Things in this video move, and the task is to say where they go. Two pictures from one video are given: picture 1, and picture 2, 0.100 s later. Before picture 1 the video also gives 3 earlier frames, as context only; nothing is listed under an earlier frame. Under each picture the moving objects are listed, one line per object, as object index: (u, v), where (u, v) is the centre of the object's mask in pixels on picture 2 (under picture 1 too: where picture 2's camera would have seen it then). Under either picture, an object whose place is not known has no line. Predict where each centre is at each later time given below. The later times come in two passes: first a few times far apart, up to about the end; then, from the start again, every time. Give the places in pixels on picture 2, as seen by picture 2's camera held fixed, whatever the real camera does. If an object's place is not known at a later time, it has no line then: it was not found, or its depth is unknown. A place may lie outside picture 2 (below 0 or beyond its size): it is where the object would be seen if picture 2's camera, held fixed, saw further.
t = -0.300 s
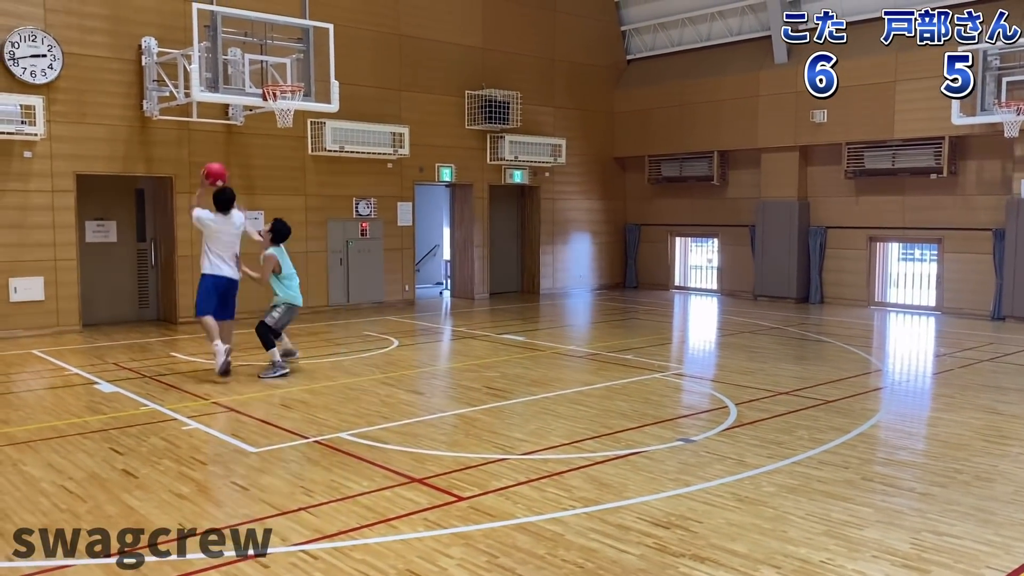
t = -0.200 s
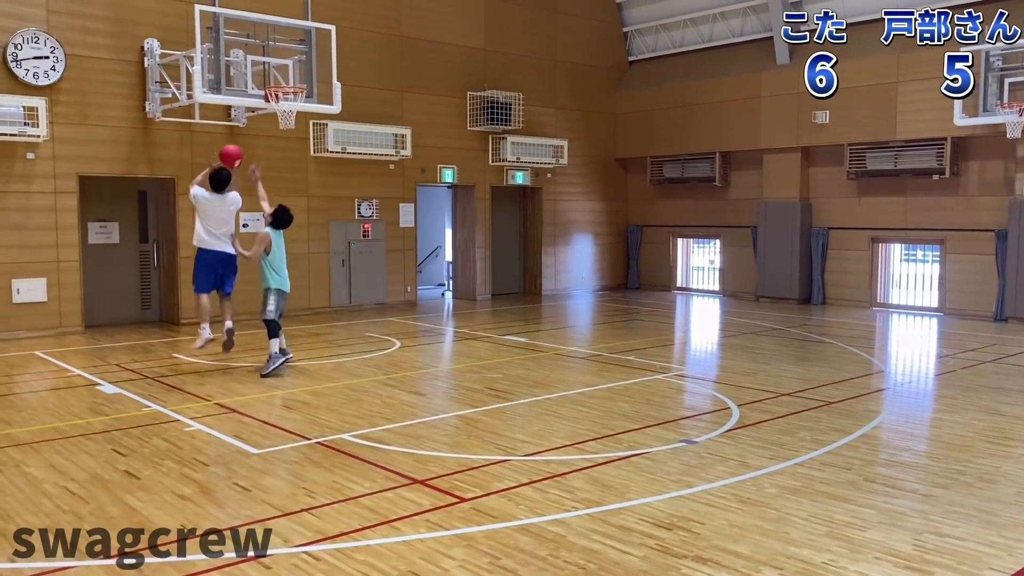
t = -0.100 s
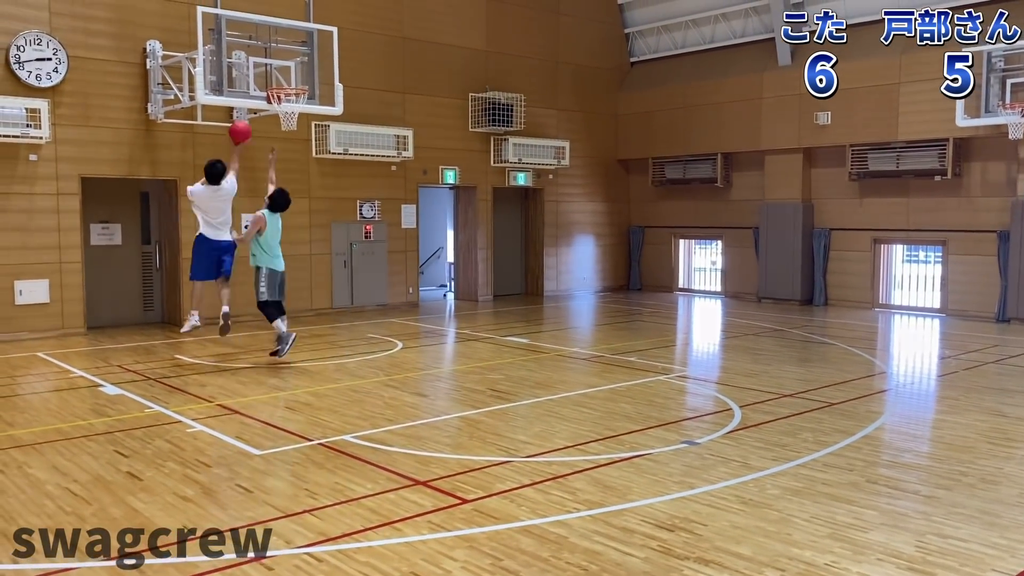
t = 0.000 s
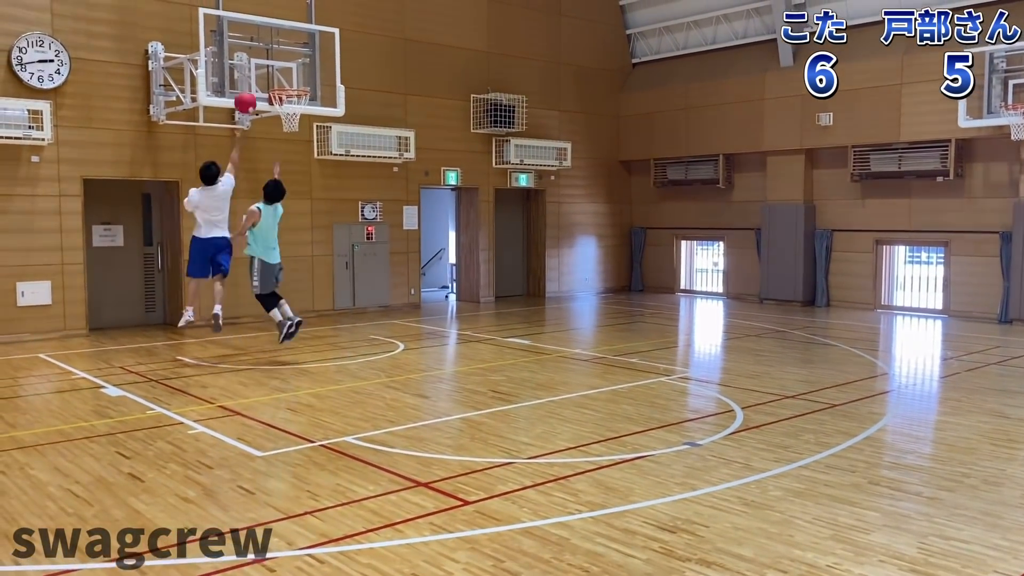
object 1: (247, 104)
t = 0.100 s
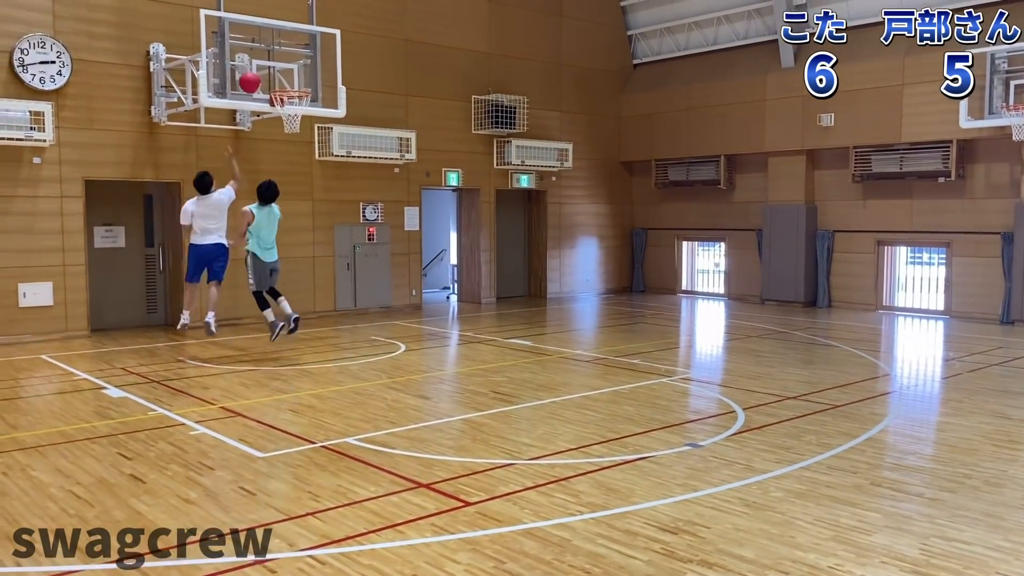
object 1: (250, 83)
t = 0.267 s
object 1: (256, 68)
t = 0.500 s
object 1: (283, 74)
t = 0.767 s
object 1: (283, 113)
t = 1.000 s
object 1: (279, 138)
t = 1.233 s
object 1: (277, 206)
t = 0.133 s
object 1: (251, 78)
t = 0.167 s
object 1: (252, 74)
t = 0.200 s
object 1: (253, 71)
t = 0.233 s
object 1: (254, 69)
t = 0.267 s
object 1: (256, 68)
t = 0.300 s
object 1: (257, 68)
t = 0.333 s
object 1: (258, 69)
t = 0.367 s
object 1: (263, 68)
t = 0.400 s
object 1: (268, 68)
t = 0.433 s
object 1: (273, 69)
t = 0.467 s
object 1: (278, 71)
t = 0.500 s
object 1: (283, 74)
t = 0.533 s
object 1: (288, 79)
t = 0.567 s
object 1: (293, 83)
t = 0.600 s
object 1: (298, 87)
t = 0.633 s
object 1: (297, 94)
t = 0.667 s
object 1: (291, 100)
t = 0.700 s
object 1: (288, 103)
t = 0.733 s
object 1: (286, 107)
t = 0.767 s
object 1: (283, 113)
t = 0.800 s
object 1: (282, 120)
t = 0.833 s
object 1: (281, 118)
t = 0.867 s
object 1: (280, 120)
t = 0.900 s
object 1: (279, 123)
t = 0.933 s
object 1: (279, 127)
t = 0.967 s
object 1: (279, 132)
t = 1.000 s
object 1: (279, 138)
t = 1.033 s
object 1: (278, 145)
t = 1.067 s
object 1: (278, 153)
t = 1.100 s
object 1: (277, 162)
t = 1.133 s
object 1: (277, 172)
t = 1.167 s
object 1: (277, 182)
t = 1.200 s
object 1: (277, 194)
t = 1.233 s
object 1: (277, 206)
